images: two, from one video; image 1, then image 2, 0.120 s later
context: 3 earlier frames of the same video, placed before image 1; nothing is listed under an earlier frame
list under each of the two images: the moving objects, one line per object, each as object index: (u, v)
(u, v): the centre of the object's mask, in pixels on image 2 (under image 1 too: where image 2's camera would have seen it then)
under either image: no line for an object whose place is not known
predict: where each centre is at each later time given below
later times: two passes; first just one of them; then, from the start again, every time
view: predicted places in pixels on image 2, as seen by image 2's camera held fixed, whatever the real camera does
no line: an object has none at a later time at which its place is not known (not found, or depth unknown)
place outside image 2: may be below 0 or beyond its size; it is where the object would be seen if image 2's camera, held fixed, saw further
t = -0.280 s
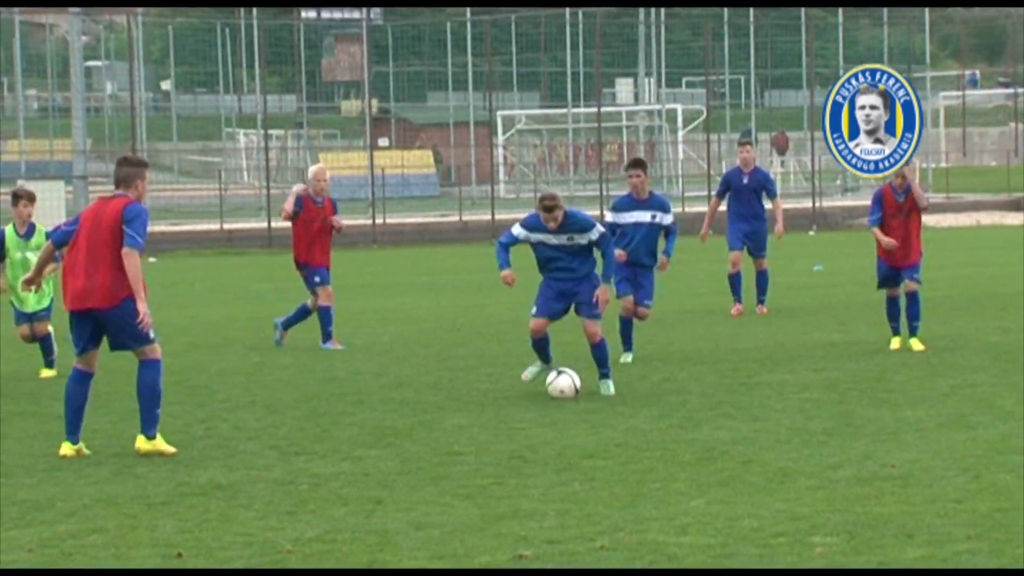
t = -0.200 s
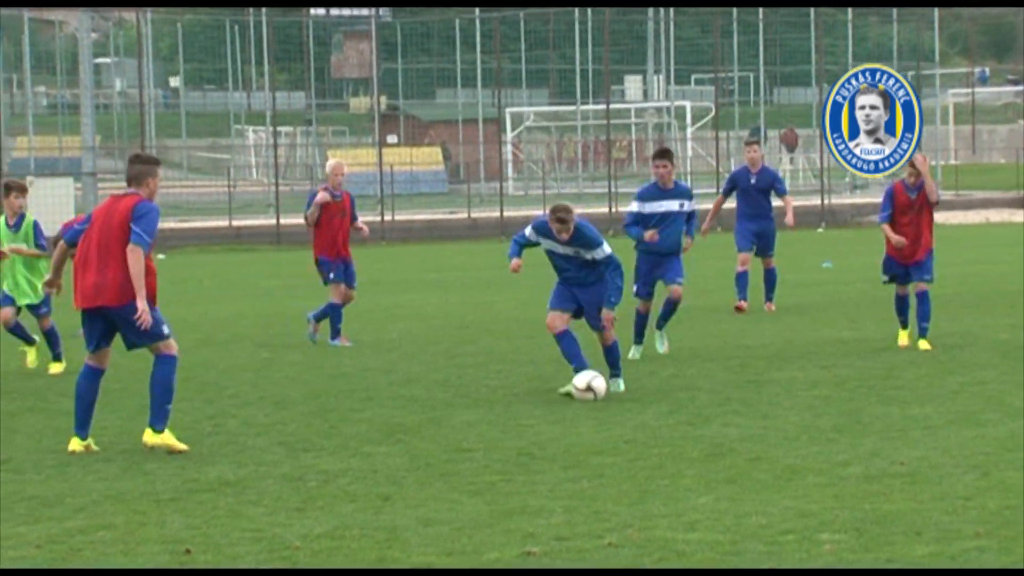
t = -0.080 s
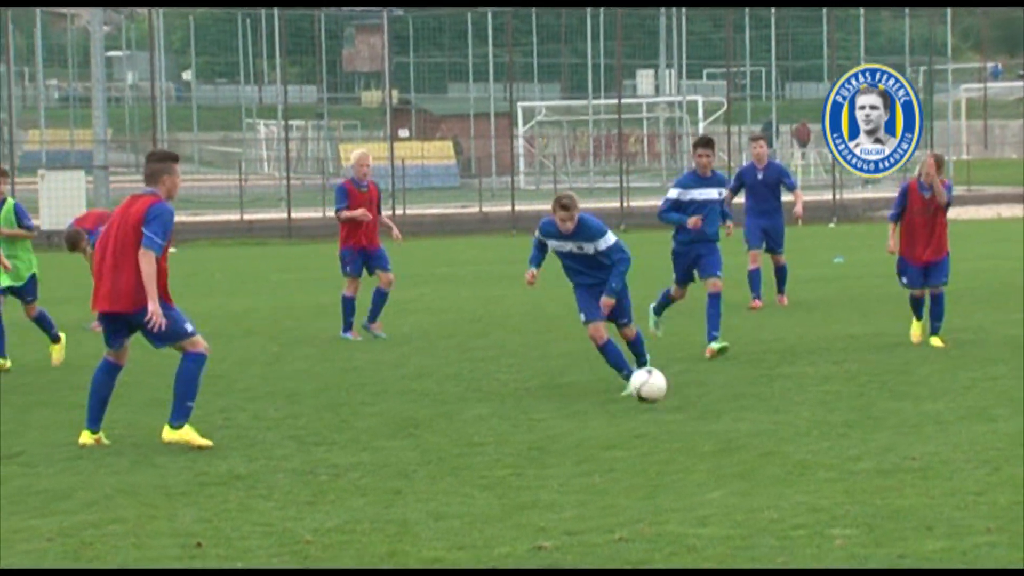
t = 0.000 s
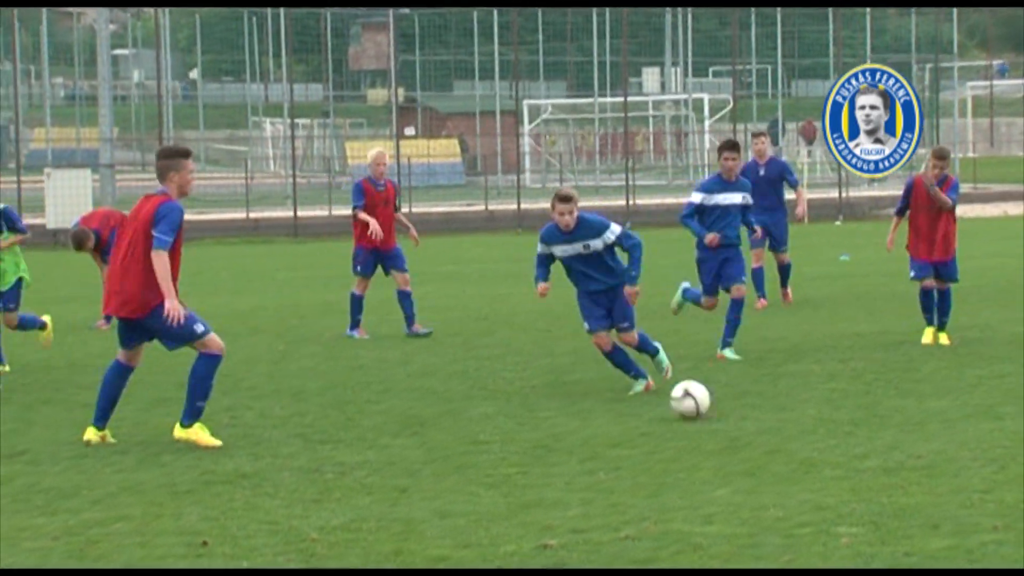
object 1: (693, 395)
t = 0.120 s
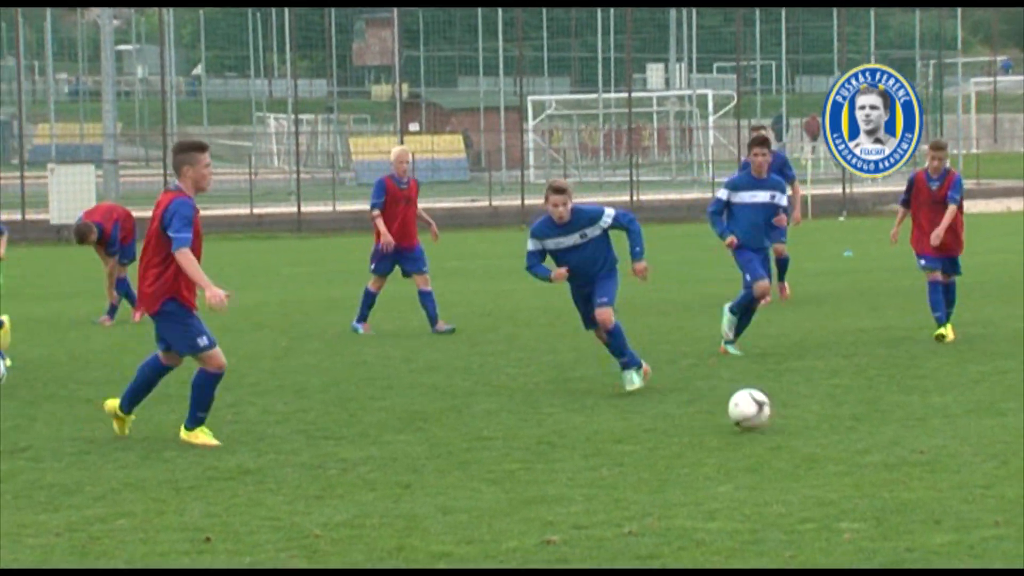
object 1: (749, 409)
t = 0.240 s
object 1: (808, 430)
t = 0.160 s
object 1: (768, 414)
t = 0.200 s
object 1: (788, 423)
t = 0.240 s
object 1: (808, 430)
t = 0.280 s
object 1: (826, 433)
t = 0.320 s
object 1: (845, 437)
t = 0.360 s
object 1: (866, 443)
